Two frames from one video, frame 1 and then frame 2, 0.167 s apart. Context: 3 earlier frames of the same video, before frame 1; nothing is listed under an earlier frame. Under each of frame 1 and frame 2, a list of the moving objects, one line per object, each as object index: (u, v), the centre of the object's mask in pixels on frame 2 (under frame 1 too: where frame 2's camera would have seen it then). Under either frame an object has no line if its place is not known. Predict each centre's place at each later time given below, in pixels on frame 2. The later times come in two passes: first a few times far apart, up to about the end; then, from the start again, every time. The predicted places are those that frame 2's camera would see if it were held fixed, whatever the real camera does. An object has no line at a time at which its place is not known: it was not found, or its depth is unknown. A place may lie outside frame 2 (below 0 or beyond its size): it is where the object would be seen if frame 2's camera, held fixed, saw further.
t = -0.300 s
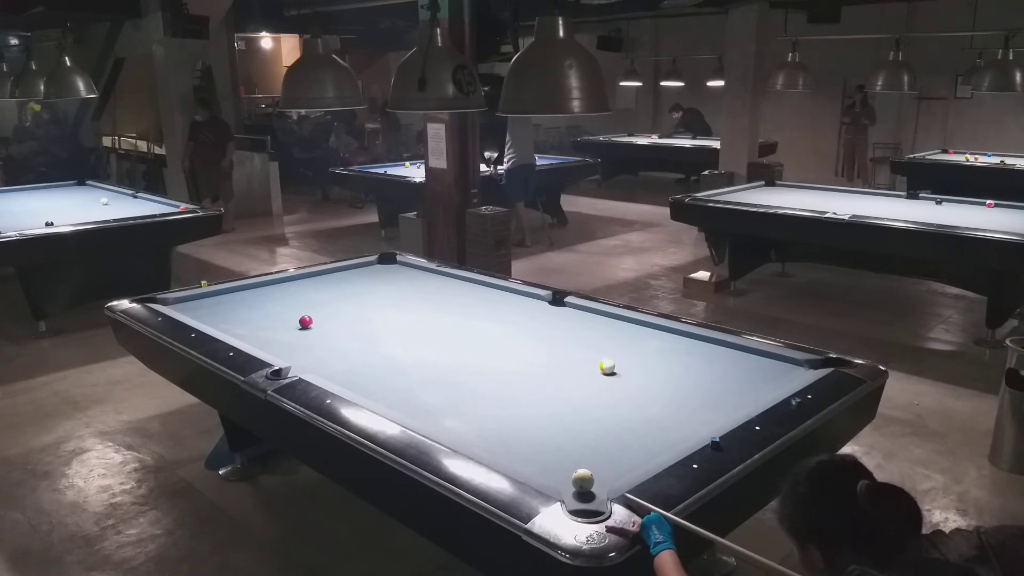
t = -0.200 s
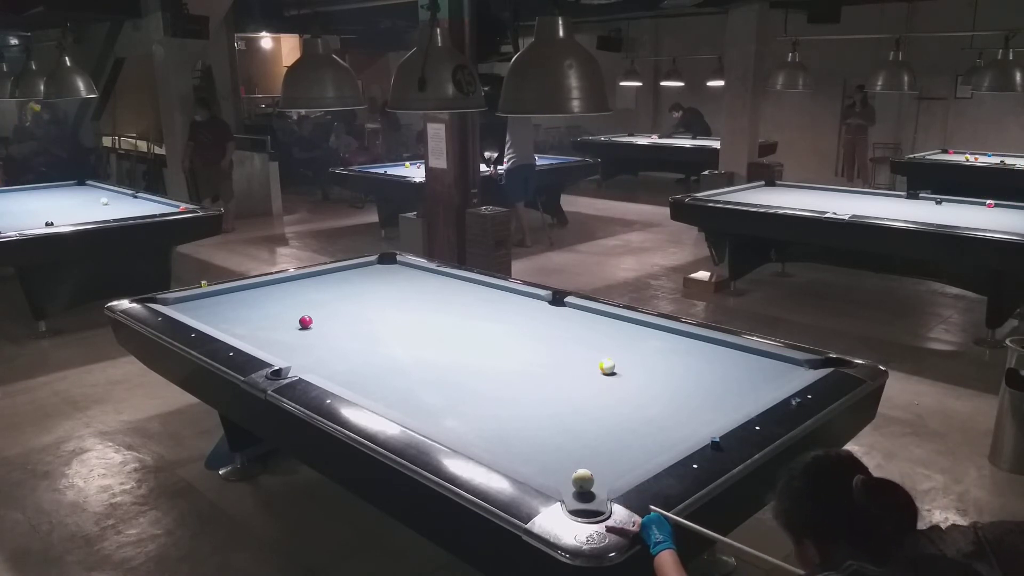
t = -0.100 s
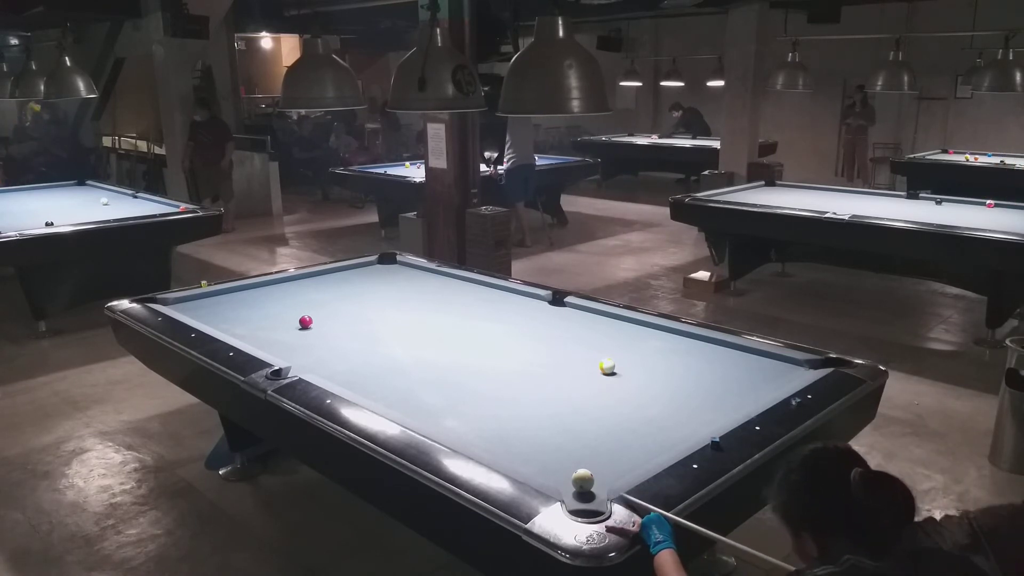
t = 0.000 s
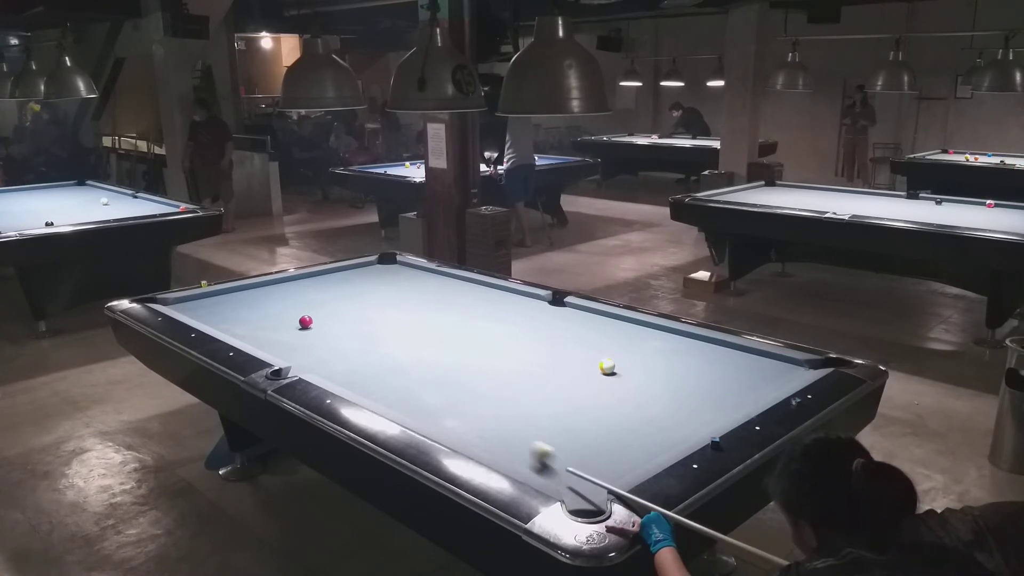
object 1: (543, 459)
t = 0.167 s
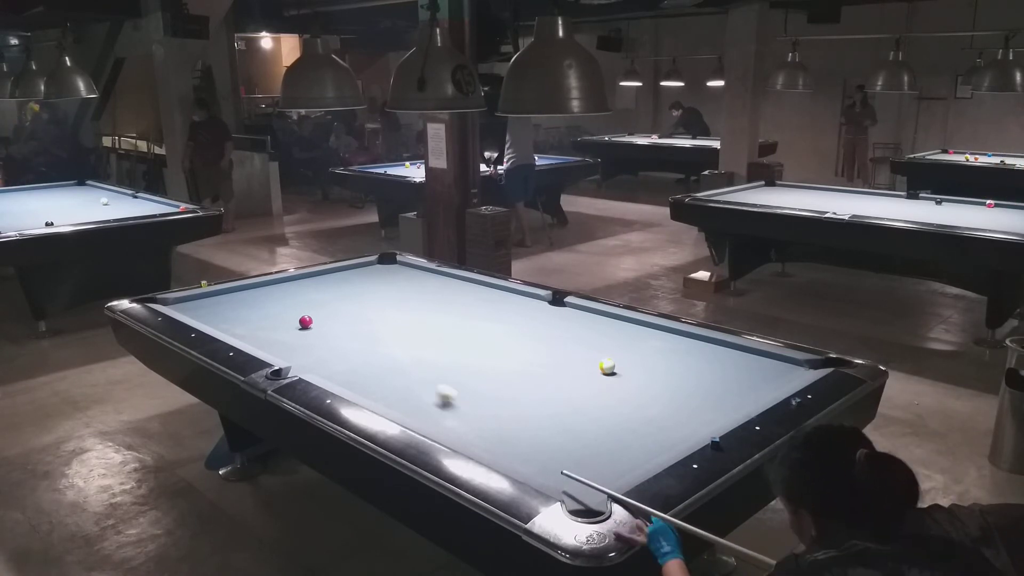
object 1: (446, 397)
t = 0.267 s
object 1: (402, 370)
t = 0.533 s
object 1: (316, 315)
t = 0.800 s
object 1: (273, 286)
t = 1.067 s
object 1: (345, 301)
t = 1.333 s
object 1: (424, 317)
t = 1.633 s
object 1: (524, 337)
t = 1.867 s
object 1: (612, 353)
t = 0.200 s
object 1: (430, 386)
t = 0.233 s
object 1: (416, 378)
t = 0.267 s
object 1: (402, 370)
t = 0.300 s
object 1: (387, 363)
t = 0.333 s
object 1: (375, 355)
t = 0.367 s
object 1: (365, 347)
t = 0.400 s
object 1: (353, 340)
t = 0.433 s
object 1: (343, 333)
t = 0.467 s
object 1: (333, 327)
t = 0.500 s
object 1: (324, 321)
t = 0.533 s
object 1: (316, 315)
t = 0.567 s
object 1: (306, 309)
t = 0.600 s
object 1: (297, 305)
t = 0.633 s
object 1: (289, 300)
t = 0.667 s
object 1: (281, 296)
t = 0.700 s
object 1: (274, 291)
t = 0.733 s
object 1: (267, 287)
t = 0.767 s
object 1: (264, 284)
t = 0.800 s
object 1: (273, 286)
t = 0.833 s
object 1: (282, 288)
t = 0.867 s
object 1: (291, 290)
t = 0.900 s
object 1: (300, 292)
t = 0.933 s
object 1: (309, 293)
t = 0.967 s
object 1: (318, 295)
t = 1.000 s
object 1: (327, 297)
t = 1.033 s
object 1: (336, 299)
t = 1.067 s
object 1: (345, 301)
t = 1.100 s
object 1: (354, 303)
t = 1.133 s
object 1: (364, 305)
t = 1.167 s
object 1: (374, 307)
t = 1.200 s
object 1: (383, 308)
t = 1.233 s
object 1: (393, 311)
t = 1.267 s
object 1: (404, 312)
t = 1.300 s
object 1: (414, 315)
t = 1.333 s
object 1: (424, 317)
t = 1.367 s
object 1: (435, 319)
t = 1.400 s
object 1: (445, 321)
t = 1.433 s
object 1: (456, 323)
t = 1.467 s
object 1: (468, 325)
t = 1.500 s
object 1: (478, 327)
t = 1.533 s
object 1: (489, 329)
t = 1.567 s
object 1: (502, 332)
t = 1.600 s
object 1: (514, 334)
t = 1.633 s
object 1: (524, 337)
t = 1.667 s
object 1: (536, 340)
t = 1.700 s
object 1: (548, 342)
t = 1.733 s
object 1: (561, 344)
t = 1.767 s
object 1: (574, 347)
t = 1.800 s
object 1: (586, 350)
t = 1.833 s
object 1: (598, 351)
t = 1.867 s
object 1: (612, 353)
